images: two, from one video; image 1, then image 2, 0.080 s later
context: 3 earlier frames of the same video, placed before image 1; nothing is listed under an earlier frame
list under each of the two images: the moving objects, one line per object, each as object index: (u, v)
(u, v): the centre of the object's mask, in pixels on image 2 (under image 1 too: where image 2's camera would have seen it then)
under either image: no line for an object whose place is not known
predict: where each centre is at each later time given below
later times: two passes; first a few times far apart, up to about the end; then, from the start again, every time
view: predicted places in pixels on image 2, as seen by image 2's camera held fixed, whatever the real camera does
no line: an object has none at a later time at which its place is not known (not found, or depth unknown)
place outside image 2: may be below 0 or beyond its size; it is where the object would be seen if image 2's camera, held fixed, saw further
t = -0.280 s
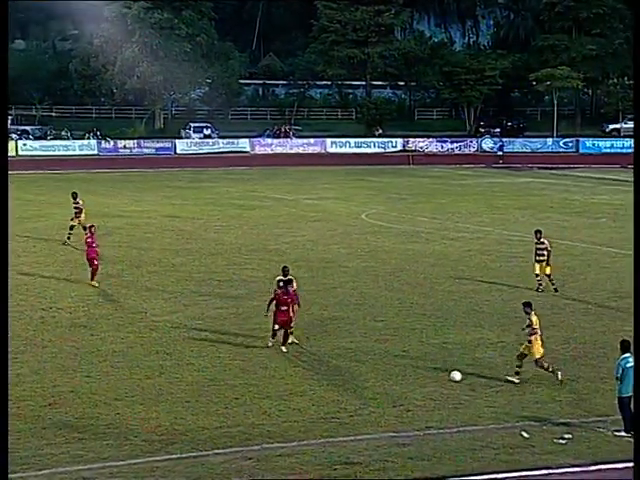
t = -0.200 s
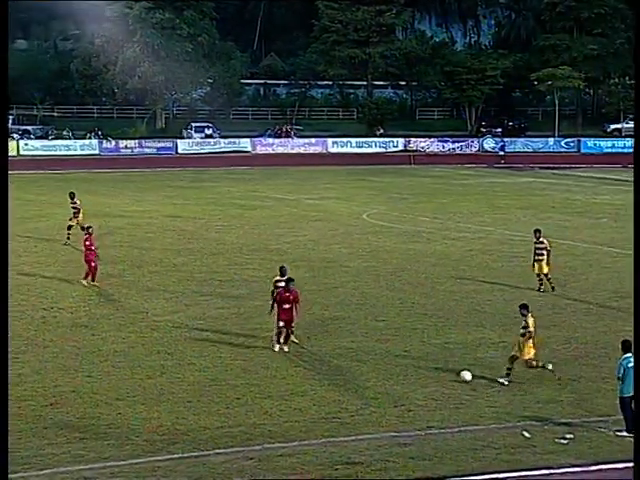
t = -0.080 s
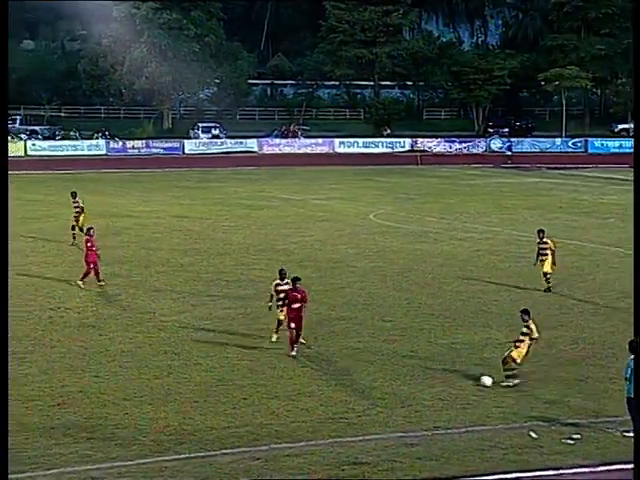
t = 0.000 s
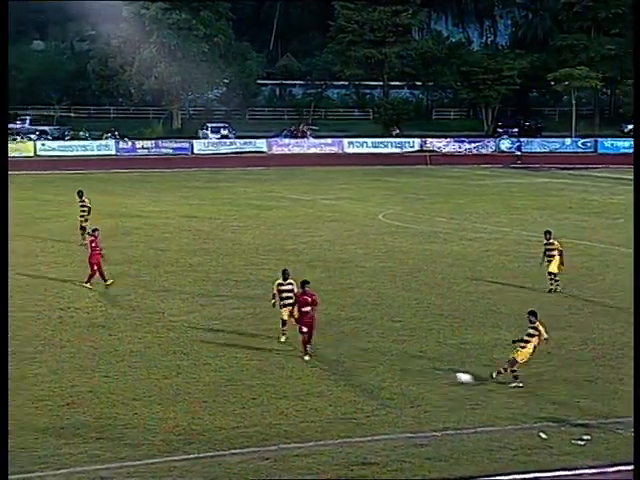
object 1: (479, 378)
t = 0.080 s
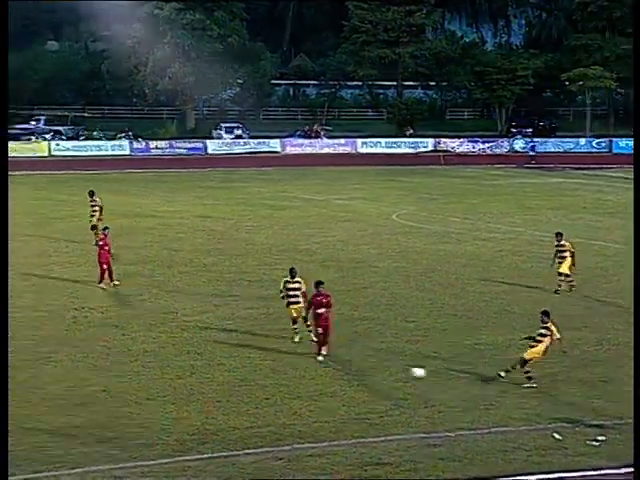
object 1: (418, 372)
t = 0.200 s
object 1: (333, 369)
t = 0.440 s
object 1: (178, 369)
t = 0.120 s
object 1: (390, 370)
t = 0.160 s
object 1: (362, 370)
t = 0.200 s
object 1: (333, 369)
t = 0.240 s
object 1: (304, 370)
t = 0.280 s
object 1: (276, 371)
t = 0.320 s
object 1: (250, 372)
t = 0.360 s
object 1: (225, 371)
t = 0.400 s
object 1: (201, 369)
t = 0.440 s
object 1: (178, 369)
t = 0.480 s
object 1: (154, 369)
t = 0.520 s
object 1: (129, 369)
